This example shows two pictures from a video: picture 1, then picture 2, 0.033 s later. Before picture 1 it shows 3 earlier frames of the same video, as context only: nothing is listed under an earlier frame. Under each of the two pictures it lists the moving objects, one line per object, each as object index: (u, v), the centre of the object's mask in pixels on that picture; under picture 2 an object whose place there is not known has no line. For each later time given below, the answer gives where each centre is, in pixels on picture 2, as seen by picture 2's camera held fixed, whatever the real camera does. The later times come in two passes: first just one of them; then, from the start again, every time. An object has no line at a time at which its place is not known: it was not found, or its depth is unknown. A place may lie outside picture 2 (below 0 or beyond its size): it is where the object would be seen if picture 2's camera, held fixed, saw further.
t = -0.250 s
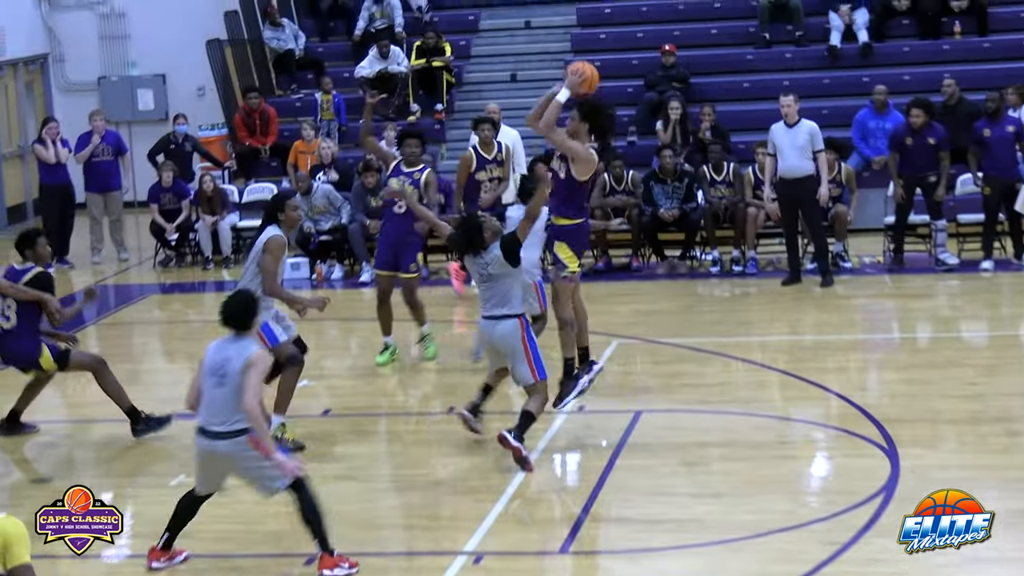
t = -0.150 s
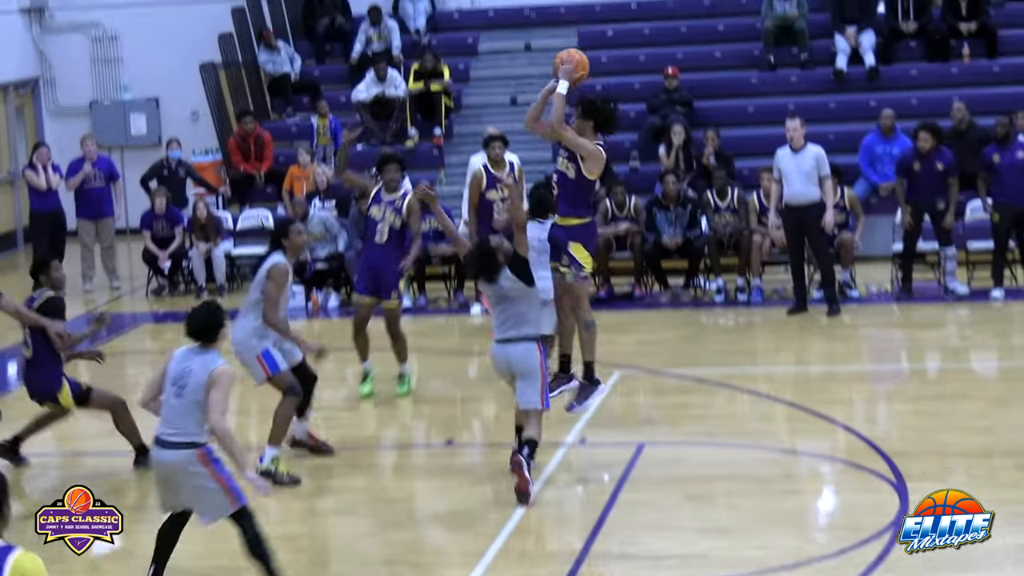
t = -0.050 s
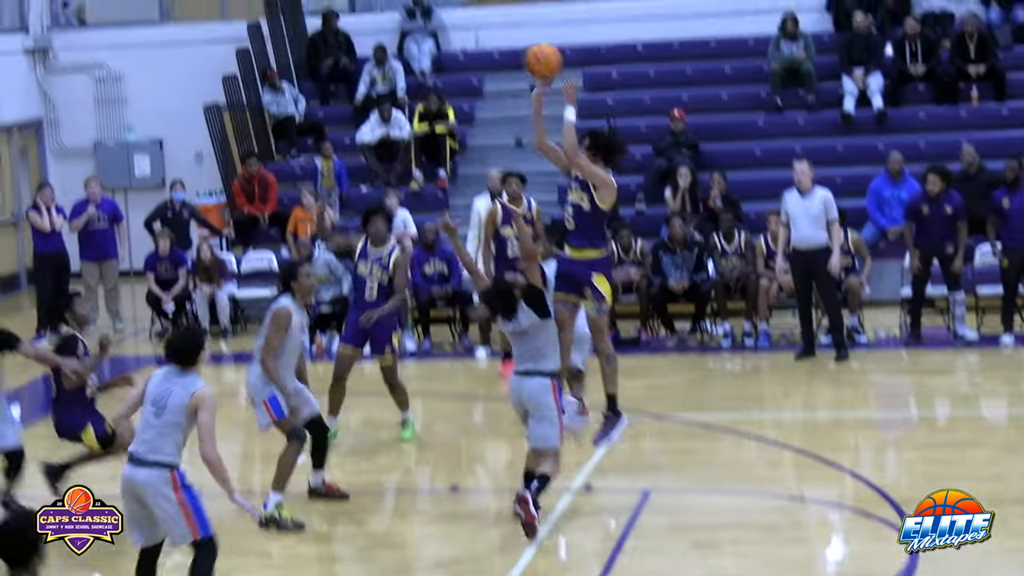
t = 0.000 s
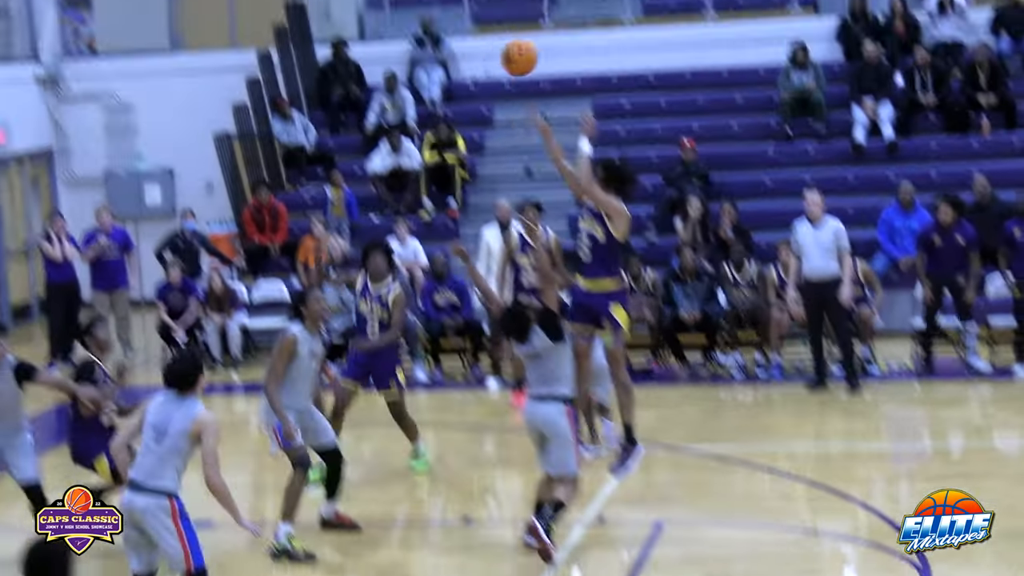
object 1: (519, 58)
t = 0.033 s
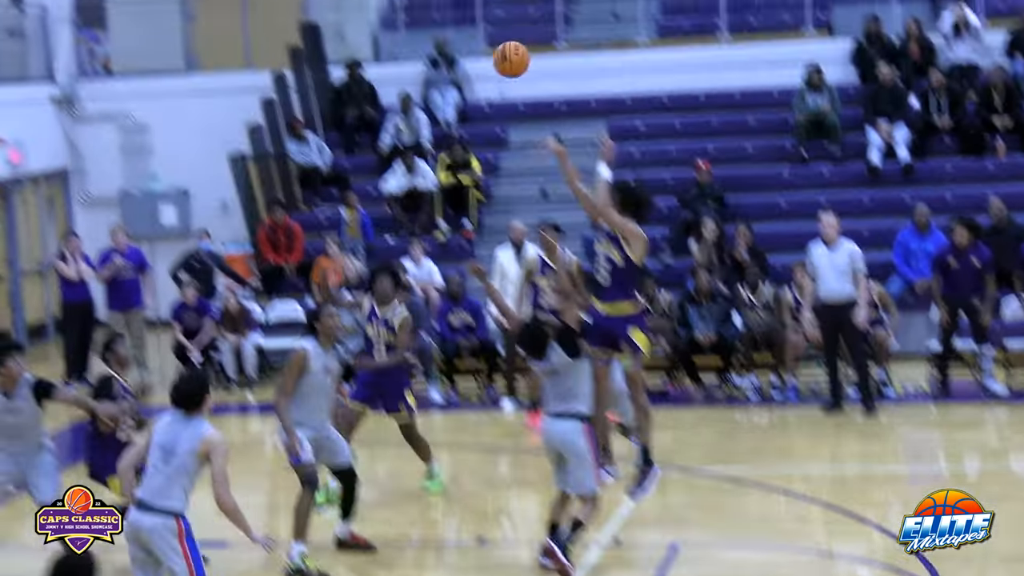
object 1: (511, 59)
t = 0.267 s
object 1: (366, -28)
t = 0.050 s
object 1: (501, 50)
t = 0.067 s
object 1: (491, 42)
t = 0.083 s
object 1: (480, 34)
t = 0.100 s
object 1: (469, 26)
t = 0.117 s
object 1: (459, 20)
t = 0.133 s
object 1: (449, 13)
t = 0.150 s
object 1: (439, 7)
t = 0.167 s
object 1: (428, 1)
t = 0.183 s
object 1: (418, -5)
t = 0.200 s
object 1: (407, -10)
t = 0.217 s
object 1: (397, -15)
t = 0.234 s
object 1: (387, -20)
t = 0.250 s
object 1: (376, -24)
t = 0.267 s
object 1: (366, -28)
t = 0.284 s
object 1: (356, -30)
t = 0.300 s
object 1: (345, -33)
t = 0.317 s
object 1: (335, -36)
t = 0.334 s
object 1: (324, -38)
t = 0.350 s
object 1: (314, -40)
